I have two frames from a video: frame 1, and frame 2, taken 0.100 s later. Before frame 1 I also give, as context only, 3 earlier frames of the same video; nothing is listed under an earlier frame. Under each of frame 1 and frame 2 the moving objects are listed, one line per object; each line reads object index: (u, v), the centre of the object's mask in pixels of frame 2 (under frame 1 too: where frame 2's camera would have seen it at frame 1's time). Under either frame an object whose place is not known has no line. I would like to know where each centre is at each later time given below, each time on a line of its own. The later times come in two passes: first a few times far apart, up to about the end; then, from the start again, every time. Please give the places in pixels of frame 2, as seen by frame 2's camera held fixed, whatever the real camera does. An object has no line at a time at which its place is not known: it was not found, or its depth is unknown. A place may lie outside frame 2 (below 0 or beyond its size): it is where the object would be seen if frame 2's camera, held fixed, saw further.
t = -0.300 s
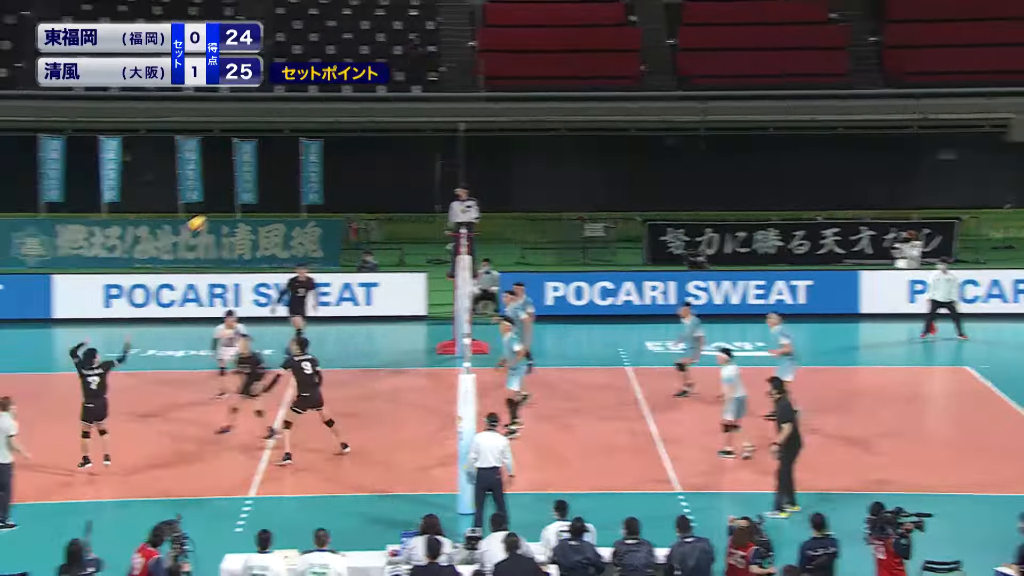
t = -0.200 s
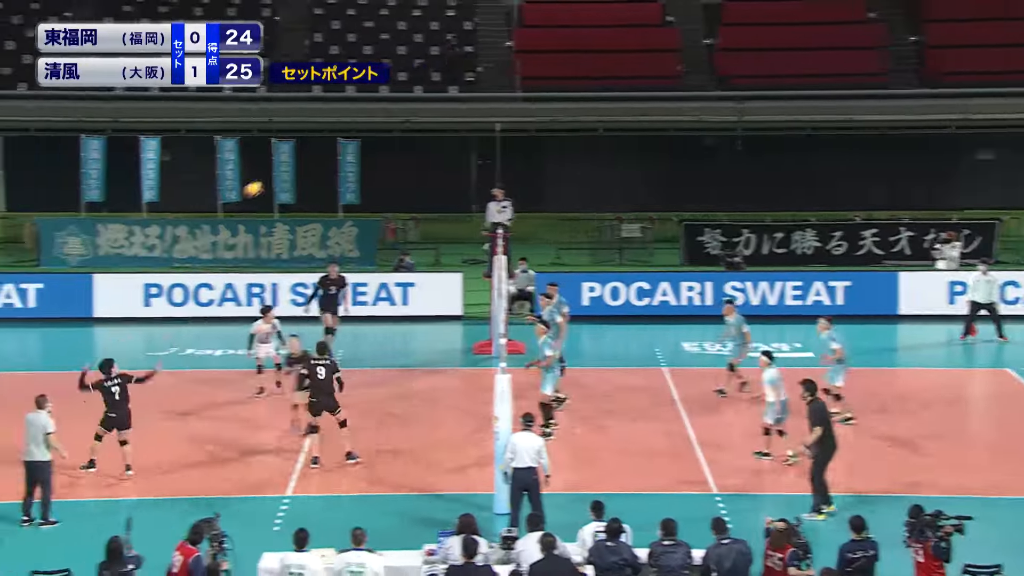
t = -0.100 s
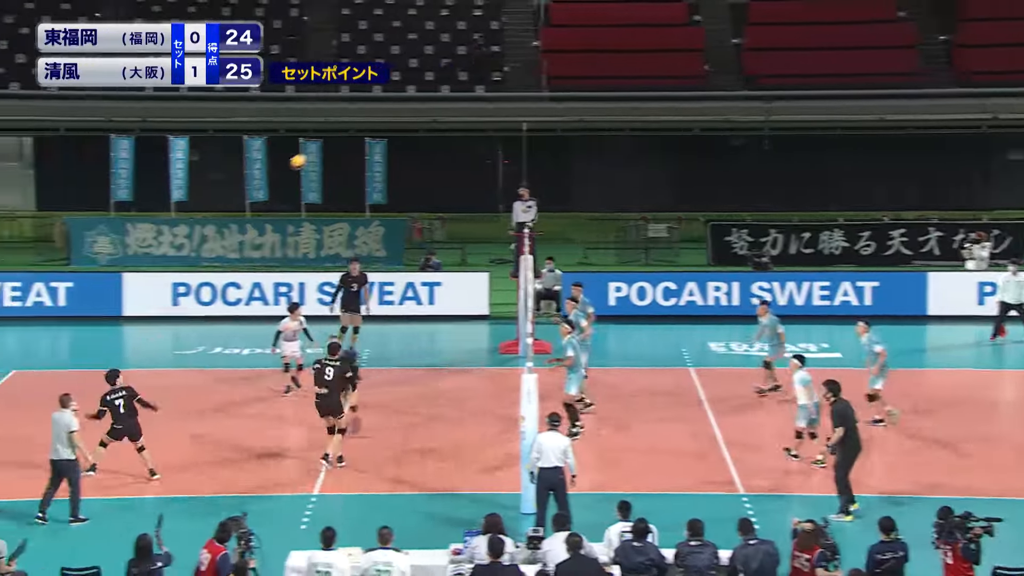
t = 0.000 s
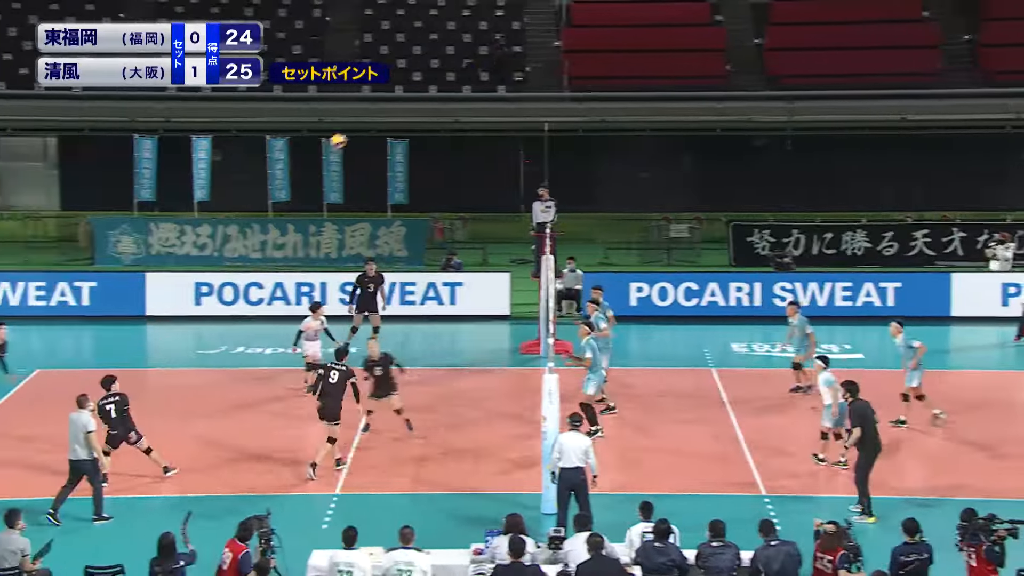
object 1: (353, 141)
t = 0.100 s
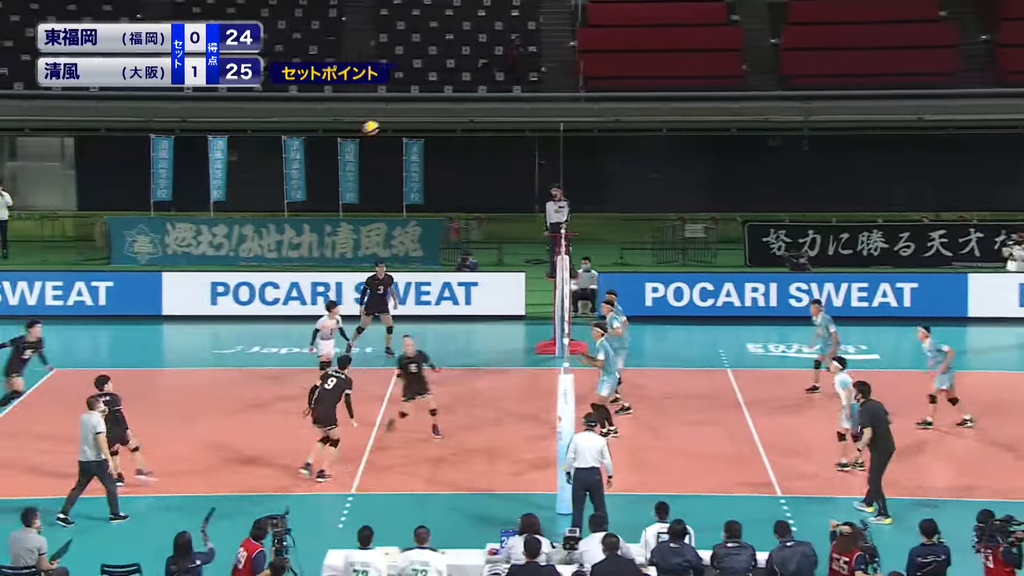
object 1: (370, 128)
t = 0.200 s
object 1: (389, 121)
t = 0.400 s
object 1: (424, 128)
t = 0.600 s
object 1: (456, 160)
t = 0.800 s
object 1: (486, 216)
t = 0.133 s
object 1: (377, 125)
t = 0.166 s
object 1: (383, 123)
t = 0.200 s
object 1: (389, 121)
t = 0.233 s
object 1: (395, 121)
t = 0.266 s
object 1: (400, 121)
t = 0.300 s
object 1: (407, 122)
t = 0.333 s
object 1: (412, 123)
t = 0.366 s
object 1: (418, 125)
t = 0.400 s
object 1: (424, 128)
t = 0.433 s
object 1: (430, 132)
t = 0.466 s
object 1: (435, 136)
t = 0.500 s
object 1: (441, 141)
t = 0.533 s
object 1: (446, 147)
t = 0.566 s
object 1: (451, 153)
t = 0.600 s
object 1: (456, 160)
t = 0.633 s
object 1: (462, 168)
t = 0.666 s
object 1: (467, 177)
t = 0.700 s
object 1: (472, 186)
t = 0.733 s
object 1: (477, 195)
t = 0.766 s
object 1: (482, 205)
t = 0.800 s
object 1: (486, 216)
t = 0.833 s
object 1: (491, 227)
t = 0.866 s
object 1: (494, 239)
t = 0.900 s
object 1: (498, 253)
